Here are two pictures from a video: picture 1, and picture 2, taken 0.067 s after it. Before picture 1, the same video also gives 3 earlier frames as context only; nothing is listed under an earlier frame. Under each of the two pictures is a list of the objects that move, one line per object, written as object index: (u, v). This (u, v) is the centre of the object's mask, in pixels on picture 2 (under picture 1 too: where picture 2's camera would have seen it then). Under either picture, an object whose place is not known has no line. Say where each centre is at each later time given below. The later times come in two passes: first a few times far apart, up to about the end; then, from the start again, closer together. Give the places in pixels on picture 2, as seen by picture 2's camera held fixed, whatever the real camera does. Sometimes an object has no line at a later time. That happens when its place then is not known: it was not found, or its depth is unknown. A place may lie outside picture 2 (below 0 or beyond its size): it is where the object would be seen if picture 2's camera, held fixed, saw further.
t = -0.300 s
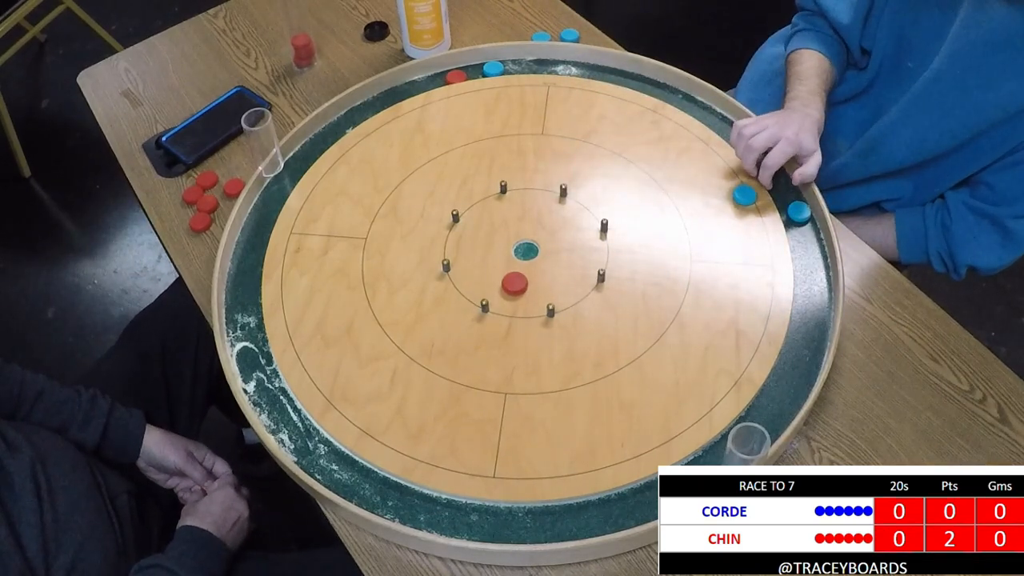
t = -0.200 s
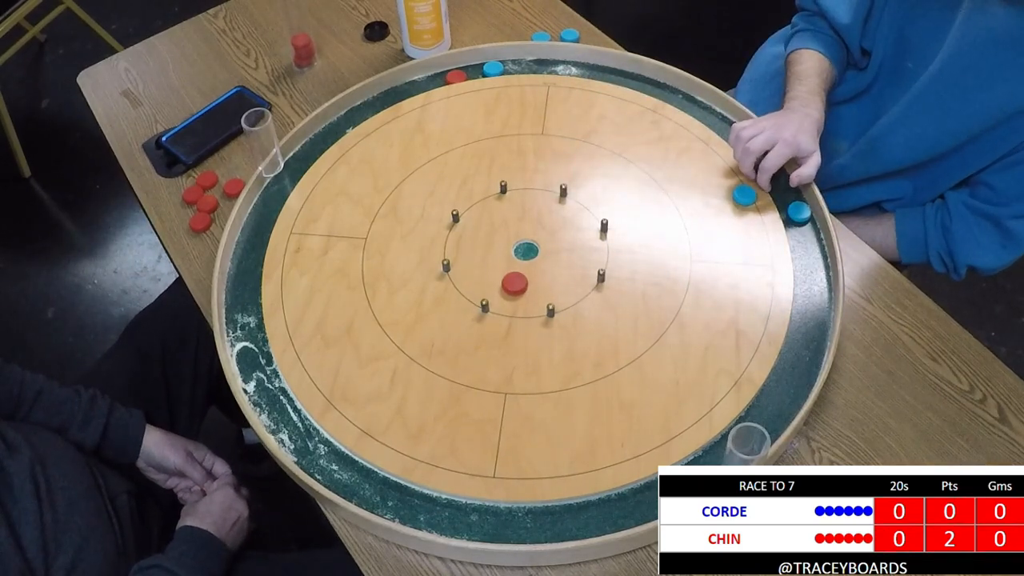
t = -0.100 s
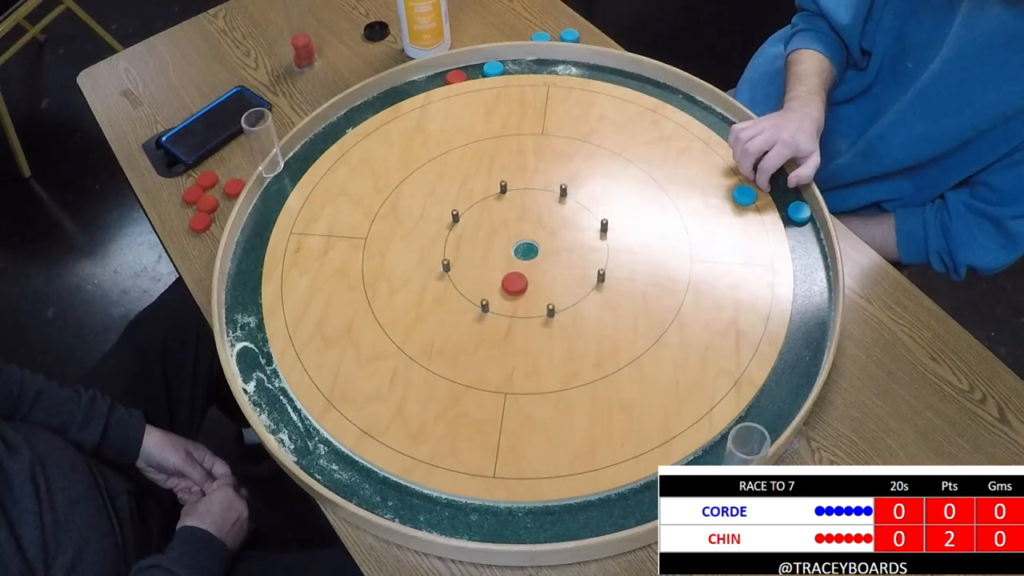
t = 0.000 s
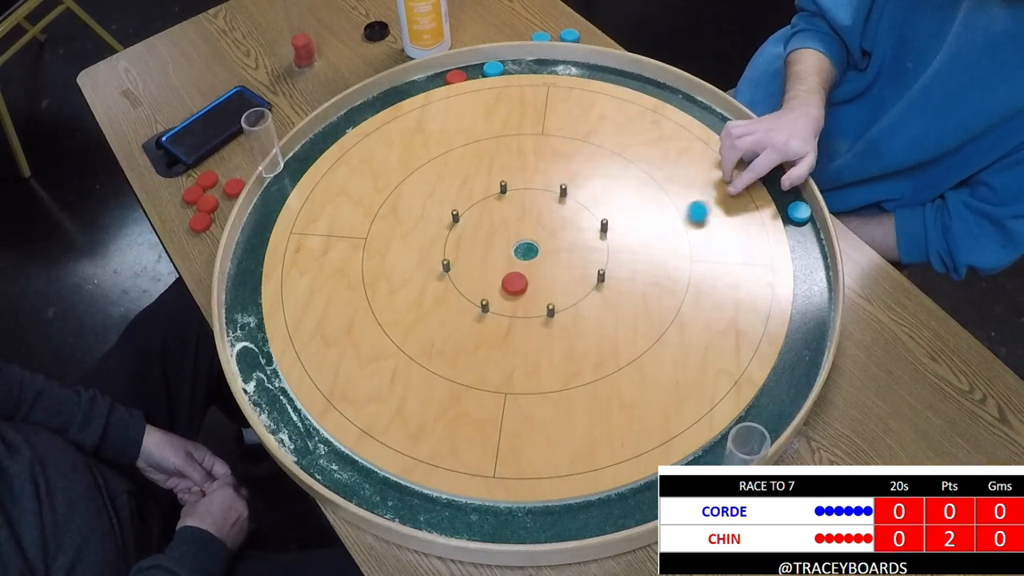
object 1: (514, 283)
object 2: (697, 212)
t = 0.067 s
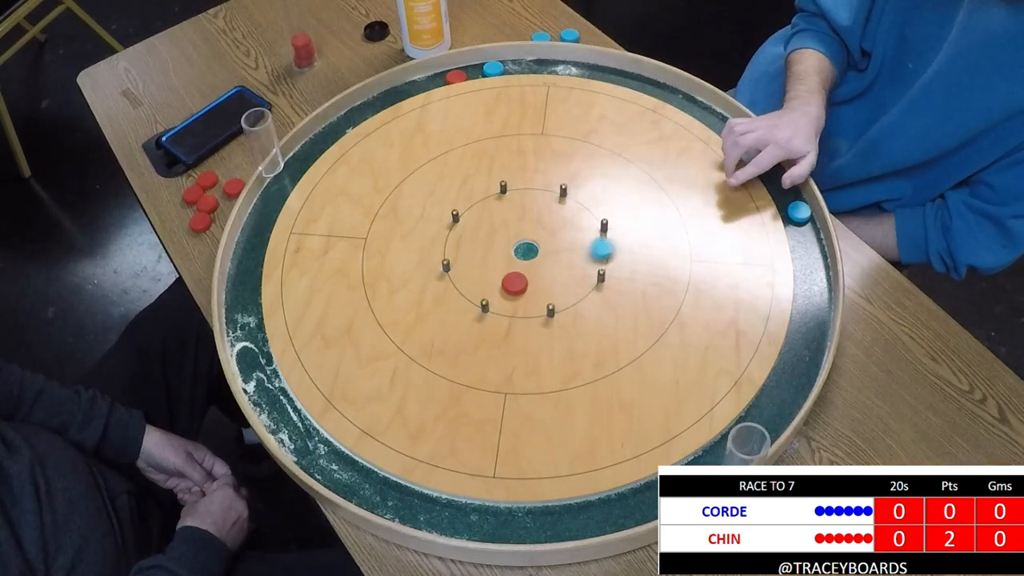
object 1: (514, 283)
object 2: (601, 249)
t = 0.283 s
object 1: (470, 186)
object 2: (502, 267)
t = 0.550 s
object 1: (464, 71)
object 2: (491, 266)
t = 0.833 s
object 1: (486, 65)
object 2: (491, 266)
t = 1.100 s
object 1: (488, 67)
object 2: (491, 266)
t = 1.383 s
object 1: (488, 67)
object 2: (491, 266)
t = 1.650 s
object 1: (488, 67)
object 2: (491, 266)
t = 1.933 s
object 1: (488, 67)
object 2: (491, 266)
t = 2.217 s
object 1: (488, 67)
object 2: (491, 265)
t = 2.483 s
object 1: (488, 67)
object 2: (491, 266)
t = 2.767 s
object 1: (488, 67)
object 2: (491, 266)
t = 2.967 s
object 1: (488, 67)
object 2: (491, 266)
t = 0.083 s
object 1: (514, 283)
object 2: (576, 258)
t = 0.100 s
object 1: (514, 283)
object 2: (550, 267)
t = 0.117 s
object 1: (505, 288)
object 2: (535, 272)
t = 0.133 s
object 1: (489, 289)
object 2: (530, 271)
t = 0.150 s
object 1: (486, 276)
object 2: (526, 271)
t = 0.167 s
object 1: (483, 263)
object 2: (522, 270)
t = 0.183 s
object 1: (480, 251)
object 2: (518, 269)
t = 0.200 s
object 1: (477, 239)
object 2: (515, 269)
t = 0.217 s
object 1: (474, 228)
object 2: (512, 268)
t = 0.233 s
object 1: (472, 216)
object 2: (509, 268)
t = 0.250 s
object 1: (471, 206)
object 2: (507, 267)
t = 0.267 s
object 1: (470, 196)
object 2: (505, 267)
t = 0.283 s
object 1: (470, 186)
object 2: (502, 267)
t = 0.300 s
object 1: (470, 177)
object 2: (501, 266)
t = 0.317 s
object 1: (469, 168)
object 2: (499, 266)
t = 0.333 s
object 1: (469, 159)
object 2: (497, 266)
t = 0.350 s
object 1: (468, 150)
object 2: (496, 266)
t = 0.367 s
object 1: (468, 142)
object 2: (495, 266)
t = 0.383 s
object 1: (467, 135)
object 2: (494, 266)
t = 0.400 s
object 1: (467, 127)
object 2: (493, 266)
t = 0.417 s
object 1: (467, 119)
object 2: (492, 265)
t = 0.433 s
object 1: (467, 112)
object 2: (492, 266)
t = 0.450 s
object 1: (466, 105)
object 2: (492, 266)
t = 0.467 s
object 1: (466, 99)
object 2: (491, 265)
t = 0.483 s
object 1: (465, 93)
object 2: (491, 265)
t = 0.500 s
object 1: (466, 87)
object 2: (491, 265)
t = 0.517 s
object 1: (465, 82)
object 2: (491, 265)
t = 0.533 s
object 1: (465, 75)
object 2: (491, 266)
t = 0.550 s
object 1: (464, 71)
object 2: (491, 266)
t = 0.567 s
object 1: (464, 67)
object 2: (491, 266)
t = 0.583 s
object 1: (466, 66)
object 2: (491, 266)
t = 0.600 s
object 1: (469, 67)
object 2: (491, 266)
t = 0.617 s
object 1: (472, 68)
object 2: (491, 266)
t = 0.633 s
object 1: (475, 70)
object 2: (491, 266)
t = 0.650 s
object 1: (476, 73)
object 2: (491, 266)
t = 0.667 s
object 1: (477, 74)
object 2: (491, 266)
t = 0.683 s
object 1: (477, 72)
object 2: (491, 266)
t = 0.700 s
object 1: (478, 71)
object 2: (491, 266)
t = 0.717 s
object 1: (479, 71)
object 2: (491, 266)
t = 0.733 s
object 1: (479, 70)
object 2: (491, 266)
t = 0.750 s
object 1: (480, 69)
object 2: (491, 266)
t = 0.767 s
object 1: (480, 69)
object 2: (491, 266)
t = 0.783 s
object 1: (481, 69)
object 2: (491, 266)
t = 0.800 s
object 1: (483, 68)
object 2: (491, 266)
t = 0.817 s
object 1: (484, 67)
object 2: (491, 266)
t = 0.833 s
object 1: (486, 65)
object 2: (491, 266)
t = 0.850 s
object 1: (487, 65)
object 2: (491, 266)
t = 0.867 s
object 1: (488, 65)
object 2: (491, 266)
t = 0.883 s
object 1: (489, 65)
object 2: (491, 266)
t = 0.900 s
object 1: (490, 64)
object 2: (491, 266)
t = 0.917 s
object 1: (490, 65)
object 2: (491, 266)
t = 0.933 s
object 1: (490, 65)
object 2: (491, 266)
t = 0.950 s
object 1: (490, 67)
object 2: (491, 266)
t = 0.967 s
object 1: (490, 68)
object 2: (491, 266)
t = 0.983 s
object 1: (489, 67)
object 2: (491, 266)
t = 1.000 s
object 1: (489, 66)
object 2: (491, 266)
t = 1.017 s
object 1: (489, 67)
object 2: (491, 266)
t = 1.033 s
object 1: (489, 68)
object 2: (491, 266)
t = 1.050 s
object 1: (489, 67)
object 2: (491, 266)
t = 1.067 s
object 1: (488, 67)
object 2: (491, 266)
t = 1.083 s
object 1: (489, 67)
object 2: (491, 266)
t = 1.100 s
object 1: (488, 67)
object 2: (491, 266)
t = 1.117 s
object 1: (488, 67)
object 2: (491, 266)
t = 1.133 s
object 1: (488, 67)
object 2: (491, 266)
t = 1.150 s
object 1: (488, 67)
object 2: (491, 266)
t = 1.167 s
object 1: (488, 67)
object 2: (491, 266)
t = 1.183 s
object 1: (488, 67)
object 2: (491, 266)
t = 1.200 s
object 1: (488, 67)
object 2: (491, 266)
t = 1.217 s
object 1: (488, 67)
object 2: (491, 266)
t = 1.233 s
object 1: (488, 67)
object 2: (491, 266)
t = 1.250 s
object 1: (488, 67)
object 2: (491, 266)
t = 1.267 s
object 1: (488, 67)
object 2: (491, 266)
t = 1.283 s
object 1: (488, 67)
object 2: (491, 266)
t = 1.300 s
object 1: (488, 67)
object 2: (491, 266)
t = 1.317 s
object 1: (488, 67)
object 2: (491, 266)
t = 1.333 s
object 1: (488, 67)
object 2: (491, 266)
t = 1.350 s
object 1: (488, 67)
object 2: (491, 266)
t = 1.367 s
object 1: (488, 67)
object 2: (491, 266)
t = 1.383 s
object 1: (488, 67)
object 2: (491, 266)
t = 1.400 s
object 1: (488, 67)
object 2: (491, 266)
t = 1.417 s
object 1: (488, 67)
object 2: (491, 266)
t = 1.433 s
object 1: (488, 67)
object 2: (491, 266)
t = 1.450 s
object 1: (488, 67)
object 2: (491, 266)
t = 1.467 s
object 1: (488, 67)
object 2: (491, 266)
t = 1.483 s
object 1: (488, 67)
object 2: (491, 266)
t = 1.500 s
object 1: (488, 67)
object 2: (491, 266)
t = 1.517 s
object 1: (488, 67)
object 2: (491, 266)
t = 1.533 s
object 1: (488, 67)
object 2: (491, 266)
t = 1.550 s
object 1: (488, 67)
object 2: (491, 266)
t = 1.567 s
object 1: (488, 67)
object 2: (491, 266)
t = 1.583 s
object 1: (488, 67)
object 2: (491, 266)
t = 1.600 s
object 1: (488, 67)
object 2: (491, 266)
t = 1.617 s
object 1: (488, 67)
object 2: (491, 266)
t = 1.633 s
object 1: (488, 67)
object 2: (491, 266)
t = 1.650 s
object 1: (488, 67)
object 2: (491, 266)
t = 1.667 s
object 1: (488, 67)
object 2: (491, 266)
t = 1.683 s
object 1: (488, 67)
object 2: (491, 266)
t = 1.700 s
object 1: (488, 67)
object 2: (491, 266)
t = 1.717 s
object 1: (488, 67)
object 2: (491, 266)
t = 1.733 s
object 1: (488, 67)
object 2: (491, 266)
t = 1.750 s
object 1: (488, 67)
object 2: (491, 265)
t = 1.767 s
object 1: (488, 67)
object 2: (491, 266)
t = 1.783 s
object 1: (488, 67)
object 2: (491, 266)
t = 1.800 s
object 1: (488, 67)
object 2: (491, 266)
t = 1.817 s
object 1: (488, 67)
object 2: (491, 266)
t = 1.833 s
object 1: (488, 67)
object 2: (491, 266)
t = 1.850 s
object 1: (488, 67)
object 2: (491, 266)
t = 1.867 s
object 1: (488, 67)
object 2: (491, 266)
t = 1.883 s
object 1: (488, 67)
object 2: (491, 266)
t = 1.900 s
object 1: (488, 67)
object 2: (491, 266)
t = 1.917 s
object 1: (488, 67)
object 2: (491, 266)
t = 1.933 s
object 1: (488, 67)
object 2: (491, 266)
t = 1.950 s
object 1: (488, 67)
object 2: (491, 265)
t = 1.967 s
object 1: (488, 67)
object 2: (491, 266)
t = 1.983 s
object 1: (488, 67)
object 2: (491, 265)
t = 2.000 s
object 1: (488, 67)
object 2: (491, 266)
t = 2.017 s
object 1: (488, 67)
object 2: (491, 266)
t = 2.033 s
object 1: (488, 67)
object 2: (491, 265)
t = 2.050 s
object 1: (488, 67)
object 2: (491, 265)
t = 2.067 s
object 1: (488, 67)
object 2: (491, 266)
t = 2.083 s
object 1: (488, 67)
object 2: (491, 266)
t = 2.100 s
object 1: (488, 67)
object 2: (491, 266)
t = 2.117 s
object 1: (488, 67)
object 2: (491, 266)
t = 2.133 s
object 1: (488, 67)
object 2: (491, 266)
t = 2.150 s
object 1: (488, 67)
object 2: (491, 266)
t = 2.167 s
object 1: (488, 67)
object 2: (491, 265)
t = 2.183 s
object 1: (488, 67)
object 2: (491, 265)
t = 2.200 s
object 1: (488, 67)
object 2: (491, 265)
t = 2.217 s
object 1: (488, 67)
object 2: (491, 265)
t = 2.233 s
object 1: (488, 67)
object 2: (491, 265)
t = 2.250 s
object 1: (488, 67)
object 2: (491, 266)
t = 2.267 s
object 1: (488, 67)
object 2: (491, 266)
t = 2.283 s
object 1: (488, 67)
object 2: (491, 266)
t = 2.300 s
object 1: (488, 67)
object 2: (491, 266)
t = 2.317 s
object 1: (488, 67)
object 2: (491, 266)
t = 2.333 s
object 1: (488, 67)
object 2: (491, 266)
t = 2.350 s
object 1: (488, 67)
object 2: (491, 266)
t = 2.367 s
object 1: (488, 67)
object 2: (491, 266)
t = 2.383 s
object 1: (488, 67)
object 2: (491, 266)
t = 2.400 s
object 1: (488, 67)
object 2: (491, 266)
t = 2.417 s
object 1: (488, 67)
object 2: (491, 266)
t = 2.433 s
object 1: (488, 67)
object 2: (491, 266)
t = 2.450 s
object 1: (488, 67)
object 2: (491, 266)
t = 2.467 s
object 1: (488, 67)
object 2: (491, 266)
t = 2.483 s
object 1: (488, 67)
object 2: (491, 266)
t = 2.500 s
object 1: (488, 67)
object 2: (491, 266)
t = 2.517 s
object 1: (488, 67)
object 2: (491, 266)
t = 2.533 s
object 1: (488, 67)
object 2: (491, 266)
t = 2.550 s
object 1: (488, 67)
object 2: (491, 266)
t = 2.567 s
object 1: (488, 67)
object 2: (491, 266)
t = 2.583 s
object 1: (488, 67)
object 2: (491, 266)
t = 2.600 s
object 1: (488, 67)
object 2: (491, 266)
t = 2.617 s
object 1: (488, 67)
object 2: (491, 266)
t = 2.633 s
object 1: (488, 67)
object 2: (491, 266)
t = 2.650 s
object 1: (488, 67)
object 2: (491, 266)
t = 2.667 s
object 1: (488, 67)
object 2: (491, 266)
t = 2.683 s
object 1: (488, 67)
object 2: (491, 266)
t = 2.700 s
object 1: (488, 67)
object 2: (491, 266)
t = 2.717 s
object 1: (488, 67)
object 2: (491, 266)
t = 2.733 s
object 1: (488, 67)
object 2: (491, 266)
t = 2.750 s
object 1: (488, 67)
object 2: (491, 266)
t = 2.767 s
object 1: (488, 67)
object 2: (491, 266)
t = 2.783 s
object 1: (488, 67)
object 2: (491, 266)
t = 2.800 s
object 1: (488, 67)
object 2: (491, 266)
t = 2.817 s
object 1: (488, 67)
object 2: (491, 266)
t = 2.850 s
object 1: (488, 67)
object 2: (491, 266)
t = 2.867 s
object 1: (488, 67)
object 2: (491, 266)
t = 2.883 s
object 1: (488, 67)
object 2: (491, 266)
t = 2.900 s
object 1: (488, 67)
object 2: (491, 266)
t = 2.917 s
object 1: (488, 67)
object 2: (491, 266)
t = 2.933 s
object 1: (488, 67)
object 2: (491, 266)
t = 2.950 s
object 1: (488, 67)
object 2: (491, 266)
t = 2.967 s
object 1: (488, 67)
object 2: (491, 266)
